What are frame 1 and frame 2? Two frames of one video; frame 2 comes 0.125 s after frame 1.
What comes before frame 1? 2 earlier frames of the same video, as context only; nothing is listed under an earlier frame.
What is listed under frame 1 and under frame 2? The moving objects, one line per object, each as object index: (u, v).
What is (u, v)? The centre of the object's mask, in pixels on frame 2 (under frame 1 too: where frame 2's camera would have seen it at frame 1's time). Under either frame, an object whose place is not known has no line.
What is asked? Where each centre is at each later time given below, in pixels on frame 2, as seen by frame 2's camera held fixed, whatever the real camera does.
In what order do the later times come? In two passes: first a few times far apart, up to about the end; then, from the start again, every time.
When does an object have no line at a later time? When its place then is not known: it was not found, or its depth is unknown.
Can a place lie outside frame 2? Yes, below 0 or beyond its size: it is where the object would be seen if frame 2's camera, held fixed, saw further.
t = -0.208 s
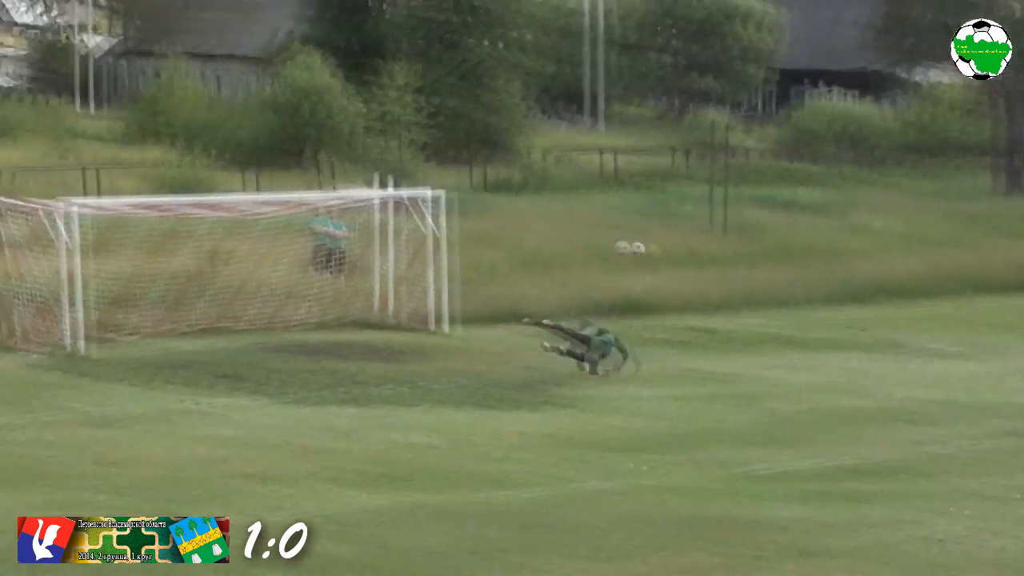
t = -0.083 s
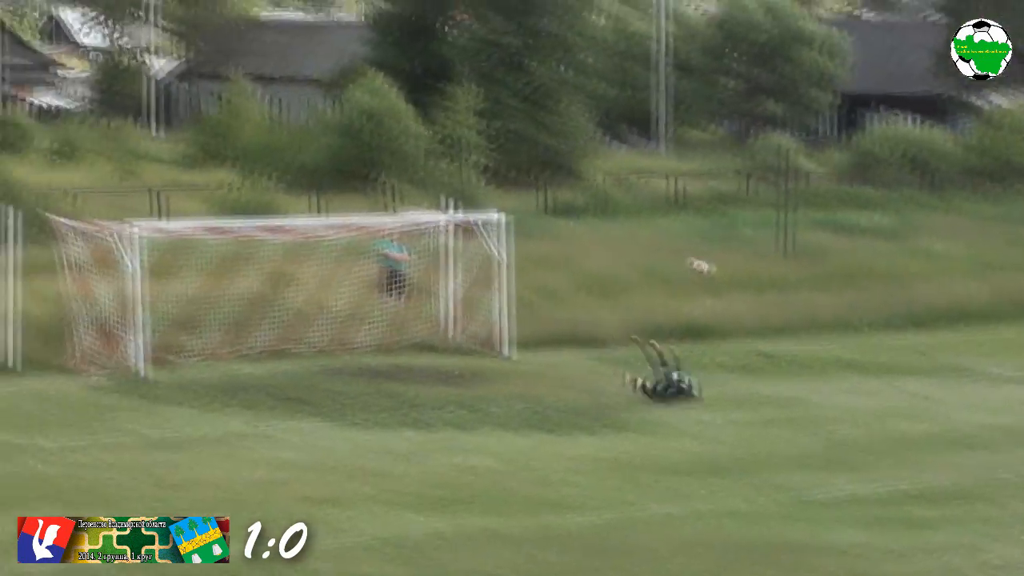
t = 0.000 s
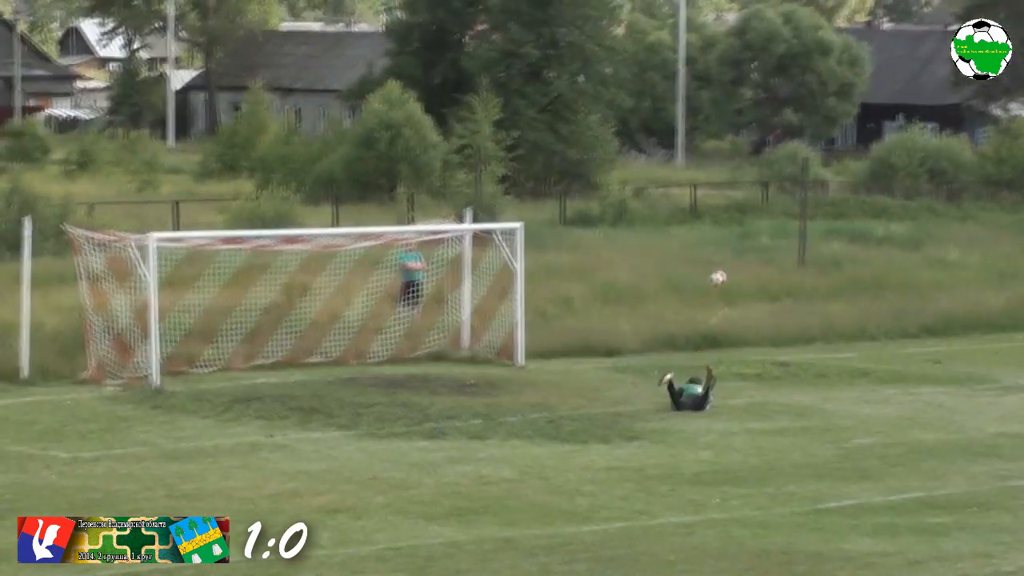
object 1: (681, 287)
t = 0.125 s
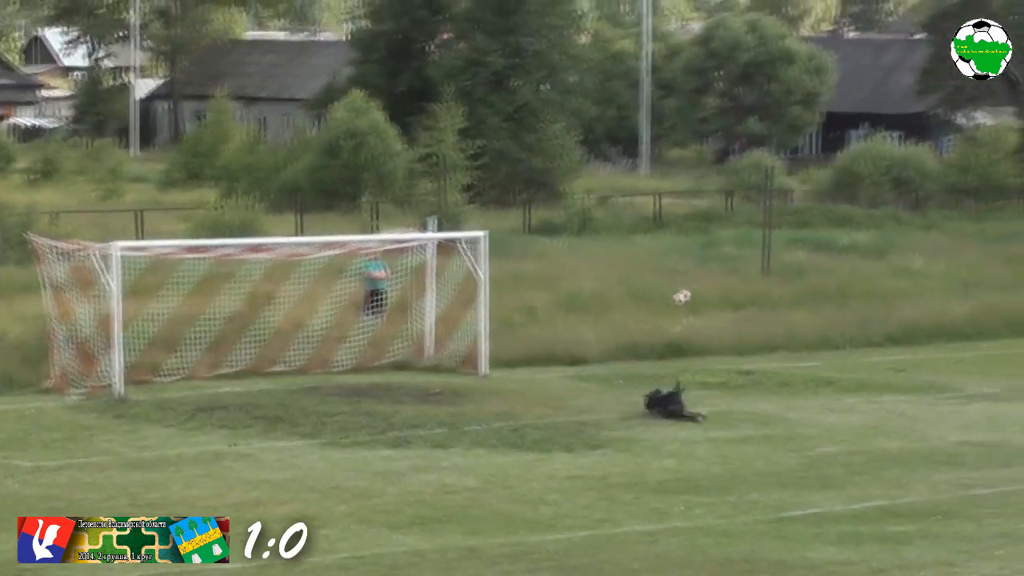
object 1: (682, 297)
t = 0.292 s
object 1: (681, 324)
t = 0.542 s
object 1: (677, 344)
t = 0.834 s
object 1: (677, 321)
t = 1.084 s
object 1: (676, 335)
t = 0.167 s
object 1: (682, 302)
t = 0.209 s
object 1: (682, 309)
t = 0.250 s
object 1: (681, 318)
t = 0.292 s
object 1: (681, 324)
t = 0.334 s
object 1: (680, 333)
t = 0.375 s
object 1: (678, 344)
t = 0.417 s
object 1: (677, 356)
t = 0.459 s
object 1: (677, 359)
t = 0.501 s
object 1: (677, 352)
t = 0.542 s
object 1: (677, 344)
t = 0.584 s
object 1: (677, 338)
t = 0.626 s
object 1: (678, 332)
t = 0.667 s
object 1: (677, 327)
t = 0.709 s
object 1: (677, 324)
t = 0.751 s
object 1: (677, 322)
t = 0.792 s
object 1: (677, 321)
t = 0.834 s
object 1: (677, 321)
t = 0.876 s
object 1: (677, 321)
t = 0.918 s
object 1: (677, 323)
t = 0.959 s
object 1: (676, 325)
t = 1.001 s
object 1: (676, 328)
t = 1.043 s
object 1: (676, 331)
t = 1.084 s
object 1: (676, 335)
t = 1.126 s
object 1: (678, 329)
